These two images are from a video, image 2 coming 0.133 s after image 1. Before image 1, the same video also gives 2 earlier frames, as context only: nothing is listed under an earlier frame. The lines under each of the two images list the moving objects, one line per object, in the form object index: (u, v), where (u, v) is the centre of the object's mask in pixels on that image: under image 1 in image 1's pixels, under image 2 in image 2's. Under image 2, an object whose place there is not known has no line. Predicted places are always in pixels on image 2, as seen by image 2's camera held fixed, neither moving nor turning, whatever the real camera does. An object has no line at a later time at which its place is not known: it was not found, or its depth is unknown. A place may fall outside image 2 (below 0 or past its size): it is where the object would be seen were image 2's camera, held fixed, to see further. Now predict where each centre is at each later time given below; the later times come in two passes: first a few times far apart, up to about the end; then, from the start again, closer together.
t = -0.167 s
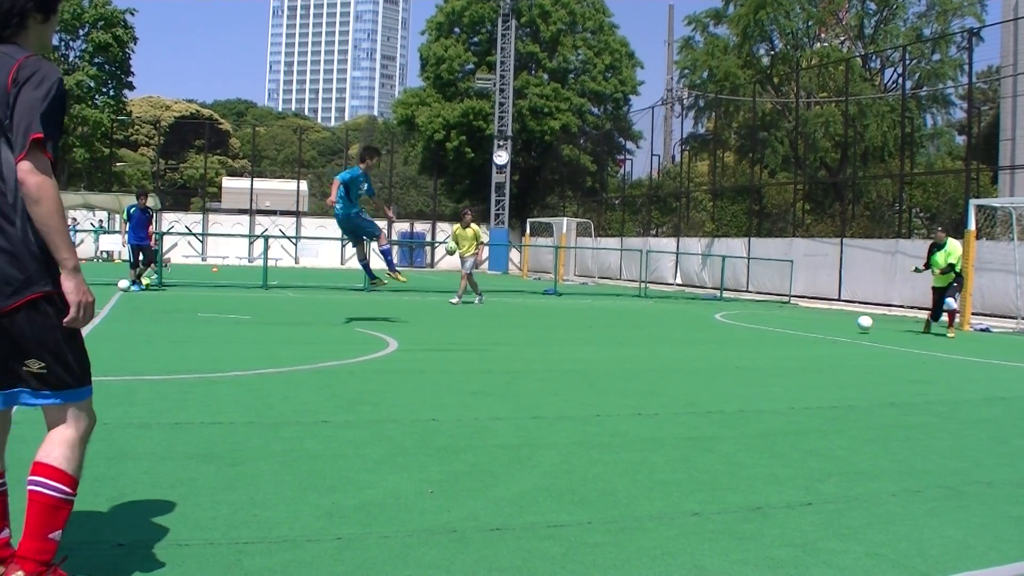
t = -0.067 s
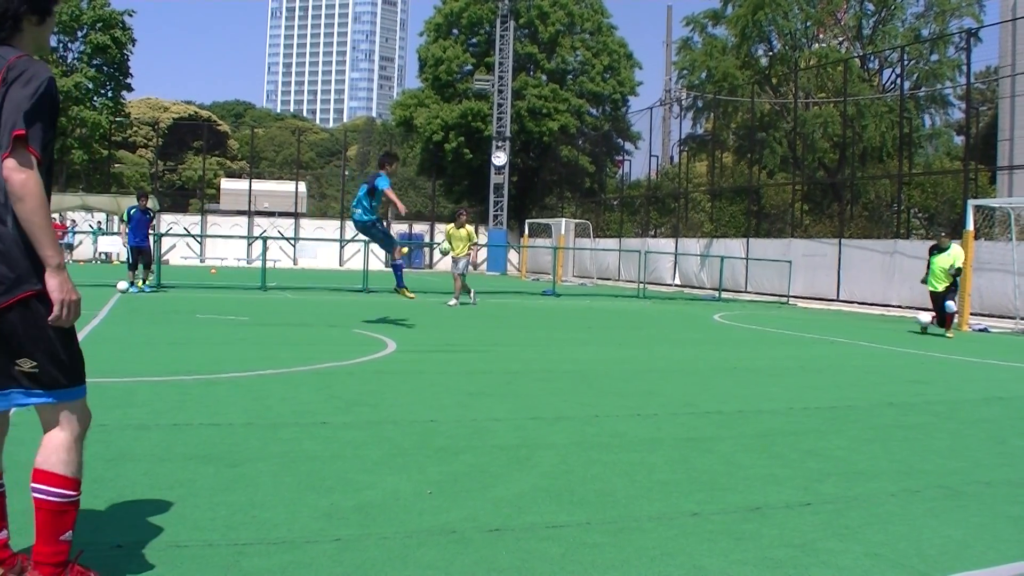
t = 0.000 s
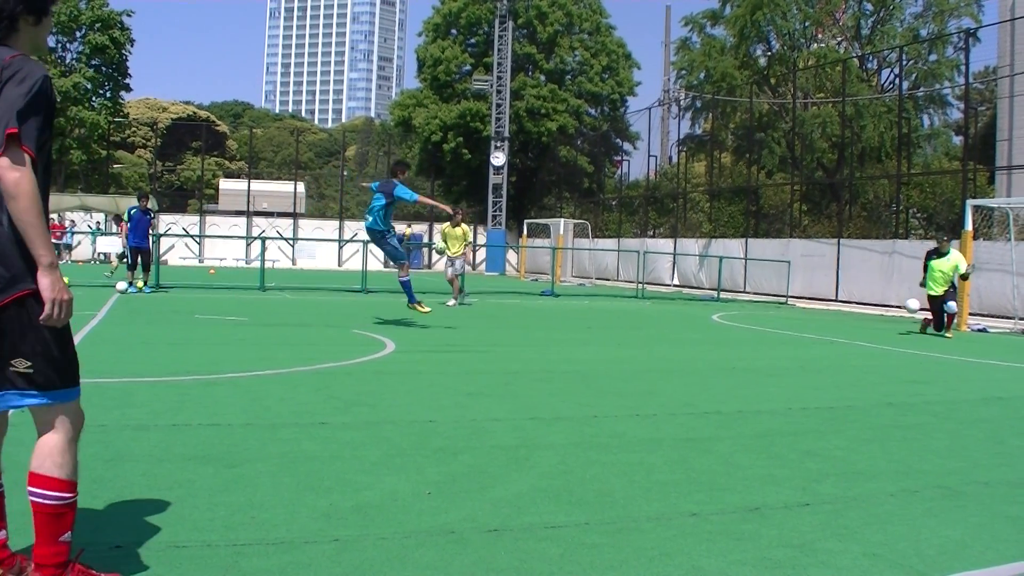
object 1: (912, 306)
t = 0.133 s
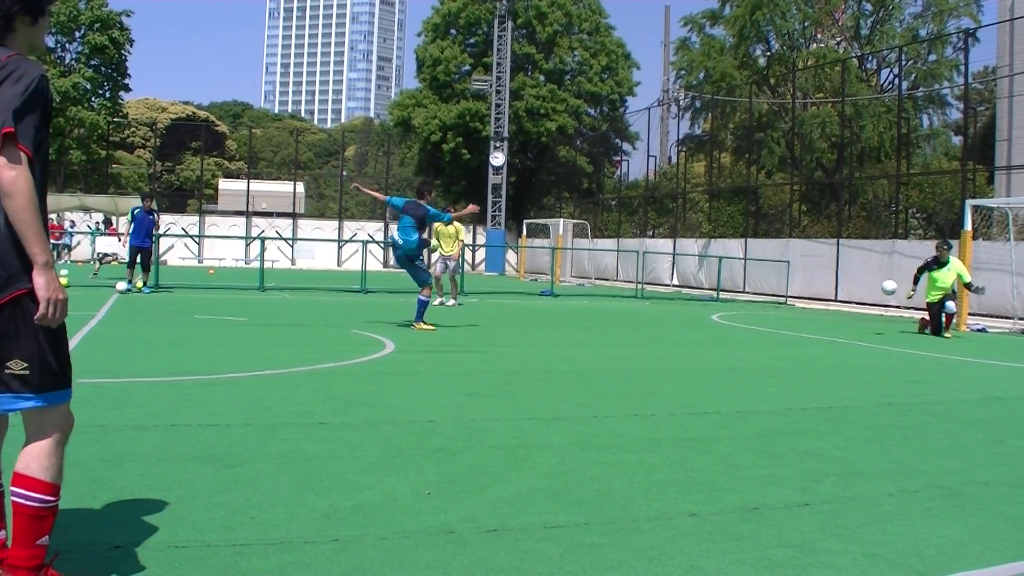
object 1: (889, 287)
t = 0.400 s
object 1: (839, 289)
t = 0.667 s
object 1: (789, 325)
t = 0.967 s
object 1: (756, 330)
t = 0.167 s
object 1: (883, 284)
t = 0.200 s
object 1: (877, 283)
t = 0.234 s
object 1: (871, 282)
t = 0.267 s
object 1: (865, 281)
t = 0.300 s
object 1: (859, 282)
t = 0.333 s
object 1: (852, 284)
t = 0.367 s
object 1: (846, 286)
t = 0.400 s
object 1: (839, 289)
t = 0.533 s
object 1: (812, 311)
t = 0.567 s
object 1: (805, 318)
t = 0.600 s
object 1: (797, 327)
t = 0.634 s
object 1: (793, 329)
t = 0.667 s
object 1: (789, 325)
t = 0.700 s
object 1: (786, 323)
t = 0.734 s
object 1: (782, 322)
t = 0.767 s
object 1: (778, 322)
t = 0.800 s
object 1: (775, 322)
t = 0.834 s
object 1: (771, 324)
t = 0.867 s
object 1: (767, 325)
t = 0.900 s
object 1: (763, 330)
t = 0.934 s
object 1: (759, 331)
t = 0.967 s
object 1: (756, 330)
